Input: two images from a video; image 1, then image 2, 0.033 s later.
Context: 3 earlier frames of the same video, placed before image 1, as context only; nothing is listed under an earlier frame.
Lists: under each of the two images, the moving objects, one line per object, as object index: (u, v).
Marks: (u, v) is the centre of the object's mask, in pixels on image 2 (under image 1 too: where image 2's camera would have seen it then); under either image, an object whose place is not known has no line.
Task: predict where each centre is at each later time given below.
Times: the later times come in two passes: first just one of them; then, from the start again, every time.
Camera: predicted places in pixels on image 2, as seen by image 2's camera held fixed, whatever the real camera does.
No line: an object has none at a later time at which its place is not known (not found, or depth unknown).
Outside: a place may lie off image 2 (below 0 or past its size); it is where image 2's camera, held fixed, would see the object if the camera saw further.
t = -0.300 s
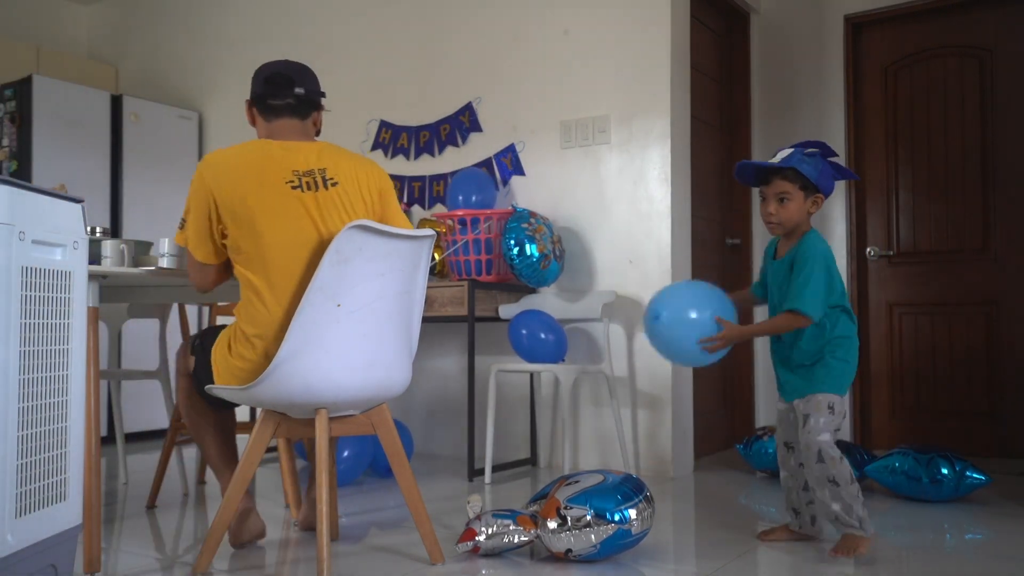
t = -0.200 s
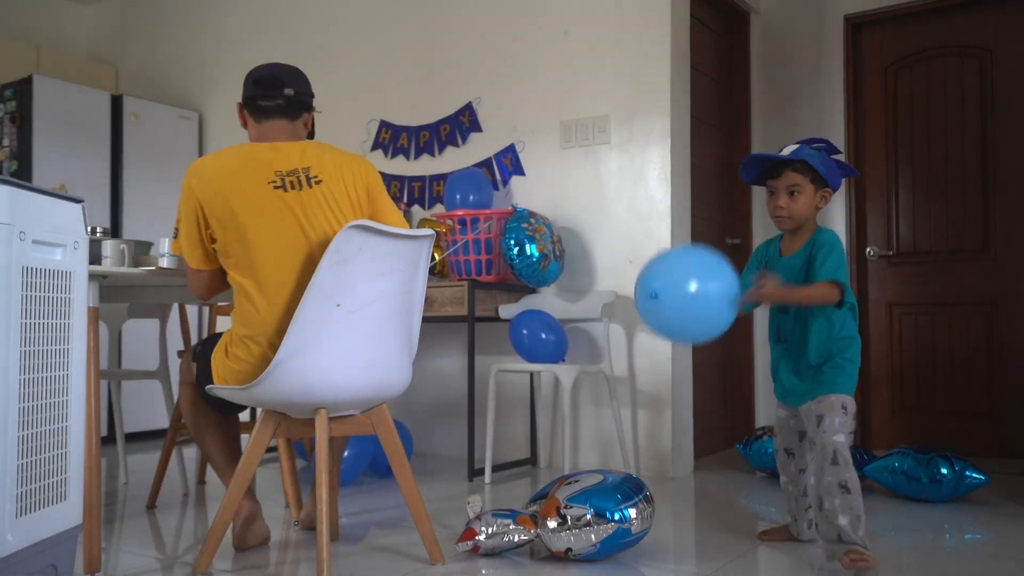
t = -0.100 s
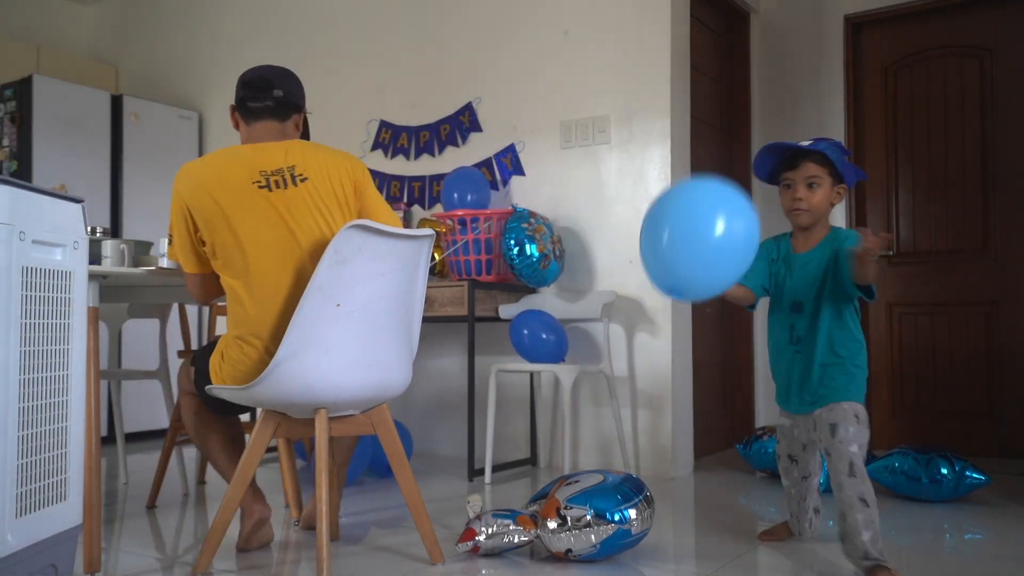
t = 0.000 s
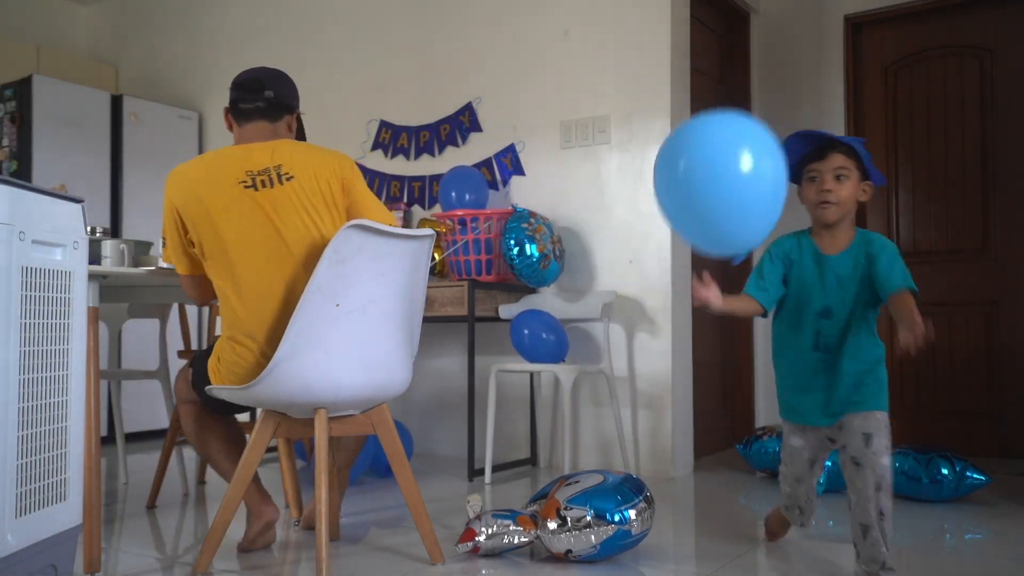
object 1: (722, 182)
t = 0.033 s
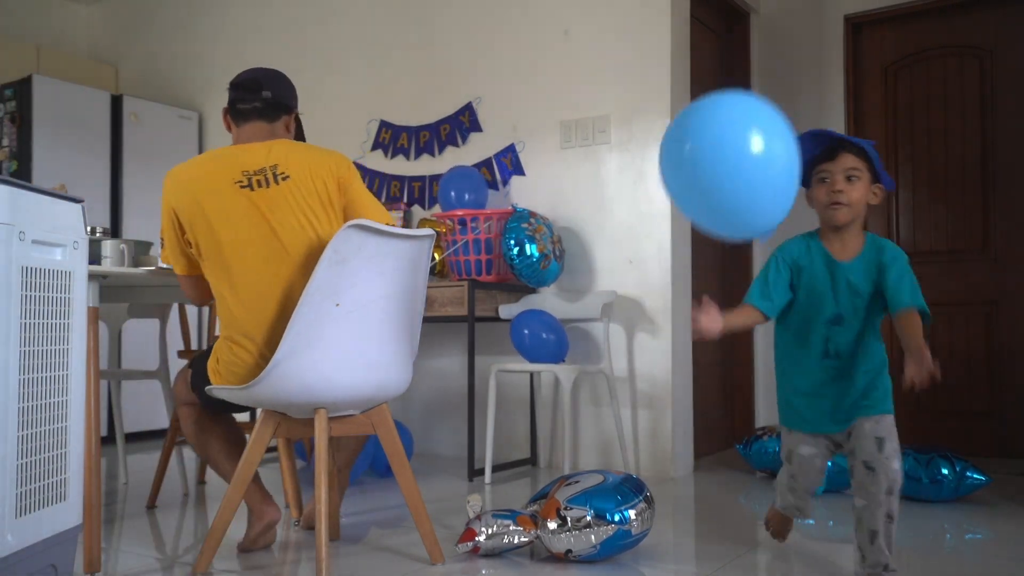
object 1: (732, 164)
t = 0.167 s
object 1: (781, 106)
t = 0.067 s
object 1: (743, 148)
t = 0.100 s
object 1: (755, 132)
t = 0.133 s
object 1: (768, 118)
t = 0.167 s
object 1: (781, 106)
